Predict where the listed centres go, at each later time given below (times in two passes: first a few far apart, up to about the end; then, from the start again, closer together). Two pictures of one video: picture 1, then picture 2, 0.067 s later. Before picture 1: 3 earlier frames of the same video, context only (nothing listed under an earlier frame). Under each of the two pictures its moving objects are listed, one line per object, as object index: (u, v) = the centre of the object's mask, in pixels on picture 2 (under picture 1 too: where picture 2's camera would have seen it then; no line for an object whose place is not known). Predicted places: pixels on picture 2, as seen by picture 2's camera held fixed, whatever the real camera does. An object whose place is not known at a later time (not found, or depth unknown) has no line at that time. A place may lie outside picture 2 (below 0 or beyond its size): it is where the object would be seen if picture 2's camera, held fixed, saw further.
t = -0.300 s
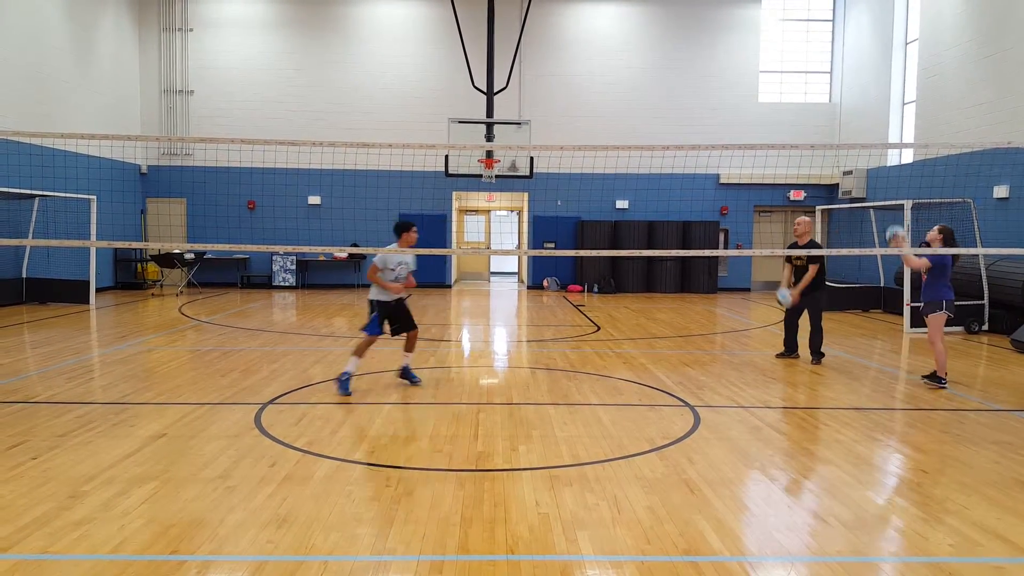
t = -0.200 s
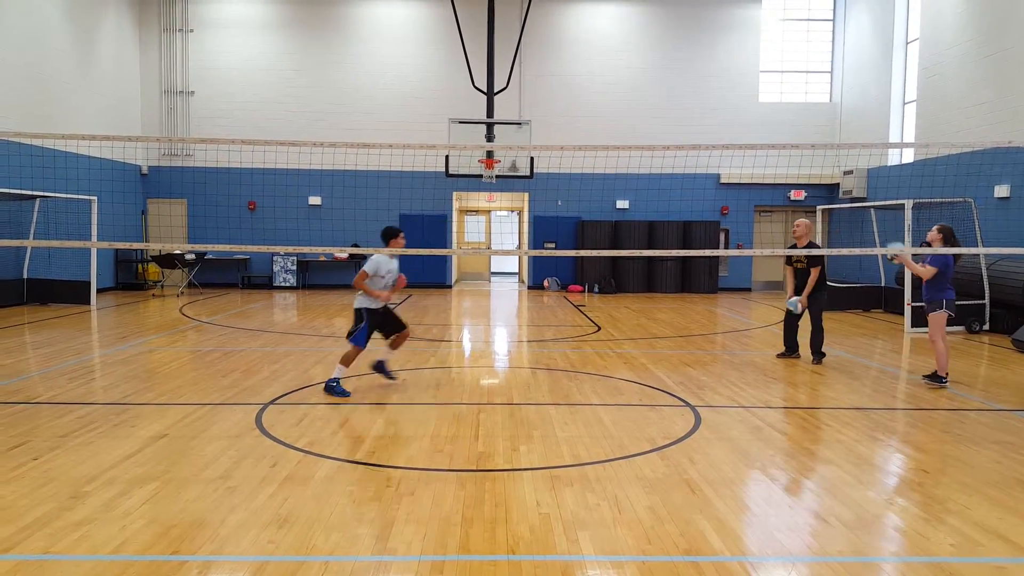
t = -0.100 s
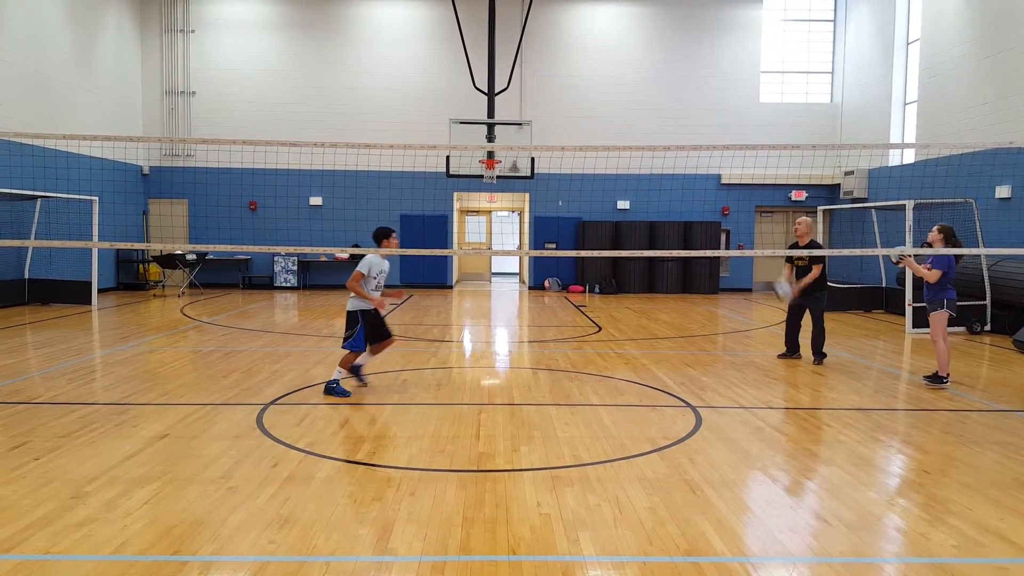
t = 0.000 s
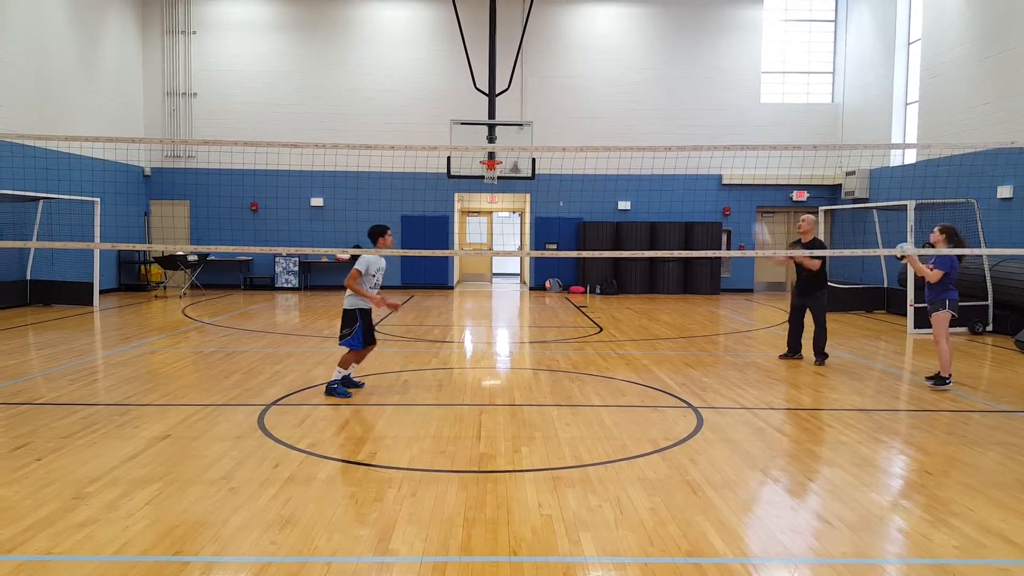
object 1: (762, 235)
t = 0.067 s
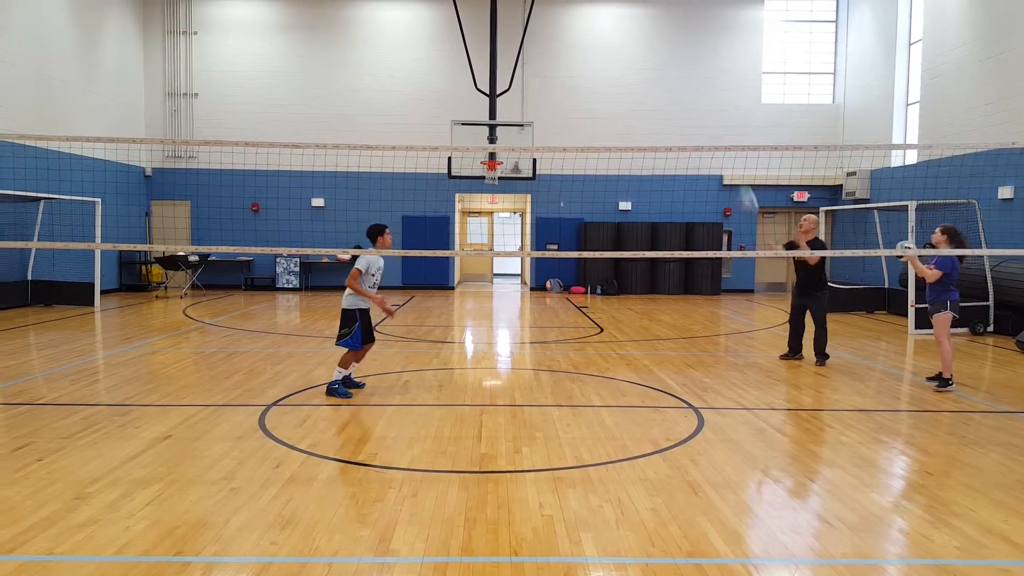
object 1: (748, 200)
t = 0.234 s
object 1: (712, 125)
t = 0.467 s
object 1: (662, 55)
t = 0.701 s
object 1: (608, 32)
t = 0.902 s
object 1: (559, 56)
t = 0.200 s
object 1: (720, 136)
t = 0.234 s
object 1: (712, 125)
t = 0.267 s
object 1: (704, 112)
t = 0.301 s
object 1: (697, 101)
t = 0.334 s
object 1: (690, 90)
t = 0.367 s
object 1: (683, 80)
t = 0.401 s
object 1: (676, 70)
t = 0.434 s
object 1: (669, 62)
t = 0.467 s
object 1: (662, 55)
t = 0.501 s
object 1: (653, 48)
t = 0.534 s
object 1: (646, 43)
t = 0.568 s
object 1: (638, 39)
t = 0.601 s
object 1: (631, 35)
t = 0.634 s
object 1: (623, 33)
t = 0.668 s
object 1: (615, 32)
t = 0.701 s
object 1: (608, 32)
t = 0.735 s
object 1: (599, 33)
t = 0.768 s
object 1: (591, 35)
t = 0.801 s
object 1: (583, 38)
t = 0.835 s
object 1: (575, 43)
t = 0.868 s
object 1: (567, 48)
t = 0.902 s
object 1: (559, 56)
